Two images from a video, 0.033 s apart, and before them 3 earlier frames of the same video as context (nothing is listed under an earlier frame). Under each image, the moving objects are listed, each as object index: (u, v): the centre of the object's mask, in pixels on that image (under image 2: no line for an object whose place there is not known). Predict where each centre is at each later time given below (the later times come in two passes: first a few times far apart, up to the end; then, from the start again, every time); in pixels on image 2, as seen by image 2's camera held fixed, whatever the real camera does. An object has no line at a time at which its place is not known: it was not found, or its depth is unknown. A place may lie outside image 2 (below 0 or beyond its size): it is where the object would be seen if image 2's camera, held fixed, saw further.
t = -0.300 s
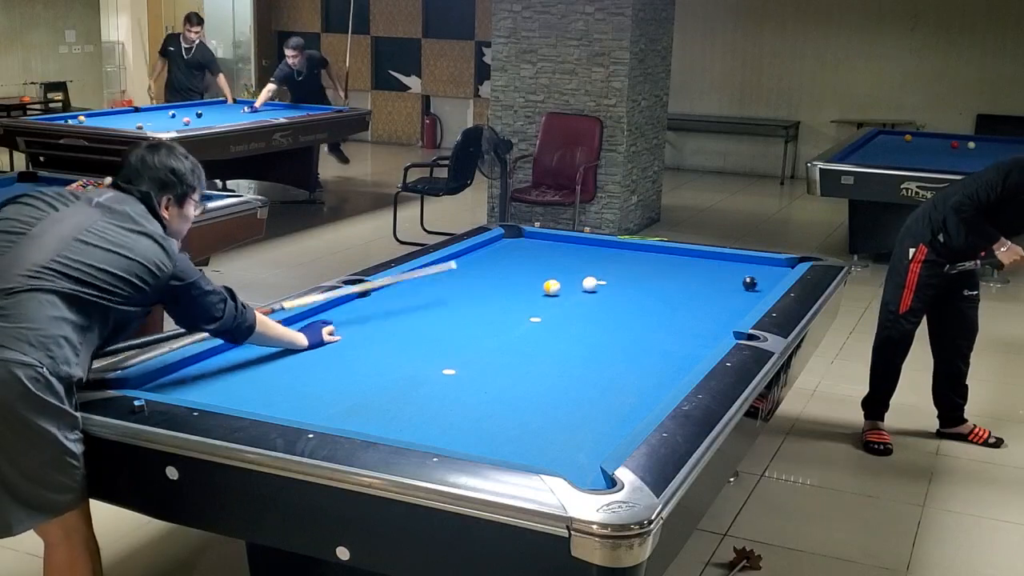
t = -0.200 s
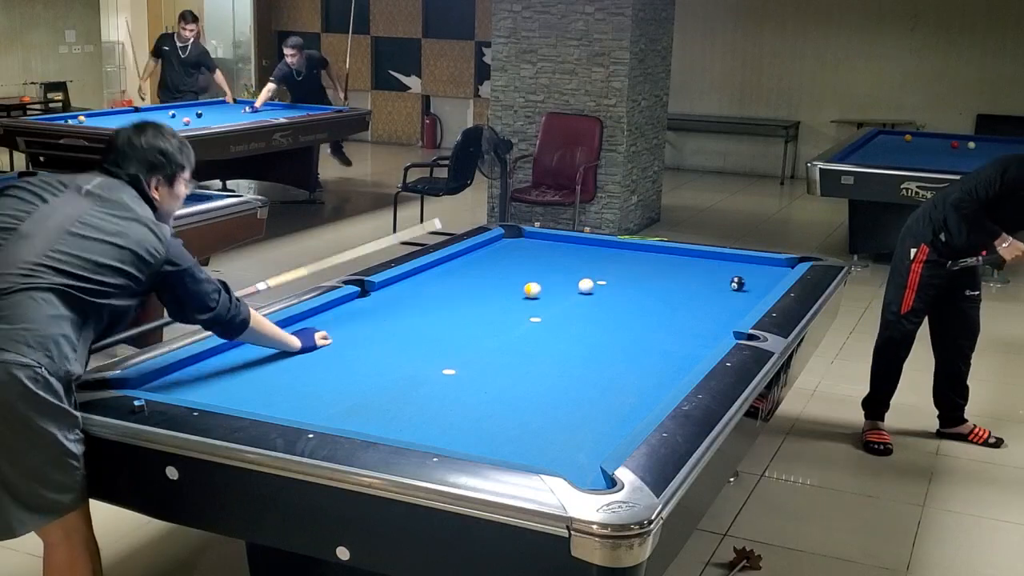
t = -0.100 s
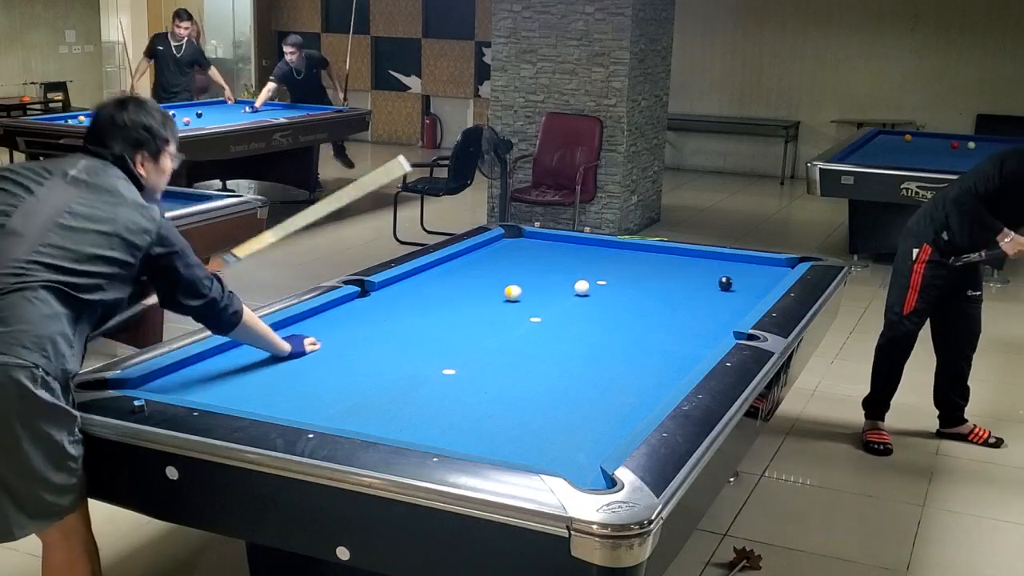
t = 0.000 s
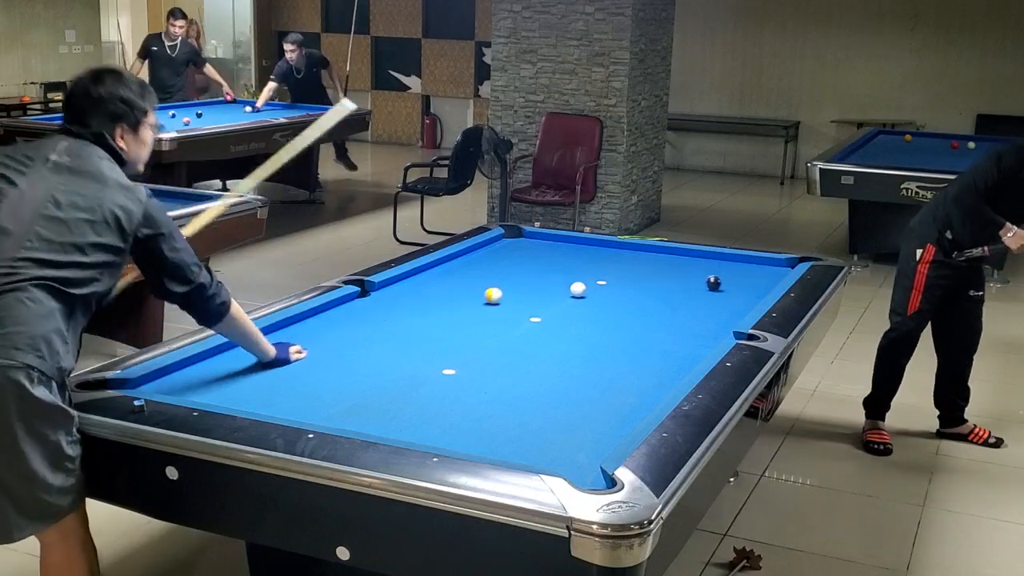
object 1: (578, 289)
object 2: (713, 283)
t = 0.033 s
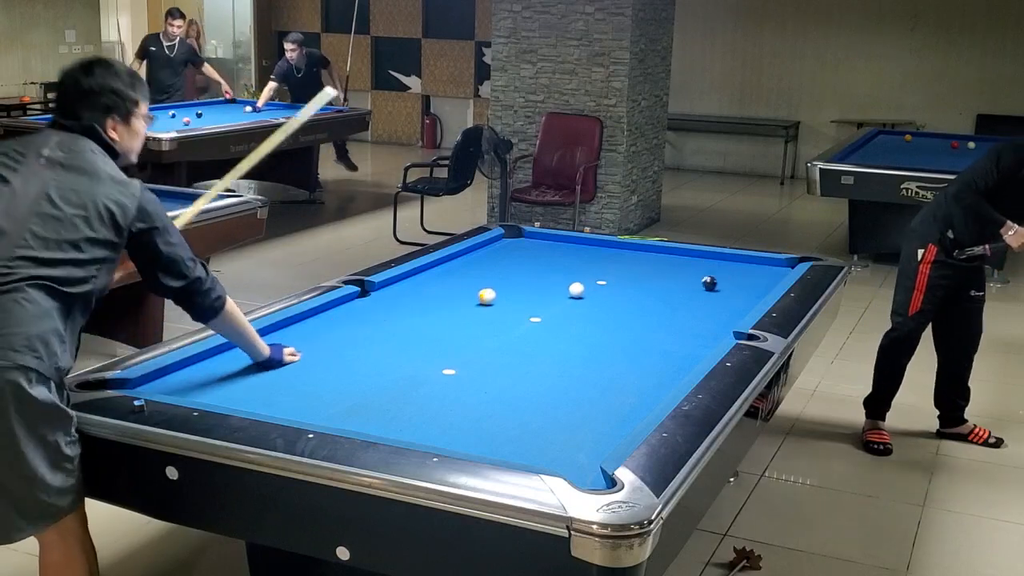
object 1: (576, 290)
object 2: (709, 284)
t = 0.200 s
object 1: (569, 292)
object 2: (690, 284)
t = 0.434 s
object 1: (560, 296)
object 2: (664, 284)
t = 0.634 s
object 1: (552, 300)
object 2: (644, 284)
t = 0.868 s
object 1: (544, 303)
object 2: (620, 284)
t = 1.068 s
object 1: (536, 306)
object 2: (601, 283)
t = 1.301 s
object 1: (528, 310)
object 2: (580, 283)
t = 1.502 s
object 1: (522, 312)
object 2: (562, 283)
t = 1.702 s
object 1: (515, 315)
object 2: (545, 283)
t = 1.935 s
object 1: (508, 317)
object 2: (527, 283)
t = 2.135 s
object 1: (503, 320)
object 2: (512, 283)
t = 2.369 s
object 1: (499, 322)
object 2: (496, 283)
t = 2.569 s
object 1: (496, 324)
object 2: (483, 283)
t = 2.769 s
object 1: (493, 326)
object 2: (470, 283)
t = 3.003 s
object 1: (490, 327)
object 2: (456, 282)
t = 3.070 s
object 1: (489, 328)
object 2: (453, 282)
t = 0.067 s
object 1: (575, 290)
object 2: (705, 284)
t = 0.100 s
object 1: (573, 291)
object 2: (702, 284)
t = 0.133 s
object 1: (572, 291)
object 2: (698, 284)
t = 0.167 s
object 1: (571, 292)
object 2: (694, 284)
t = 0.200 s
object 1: (569, 292)
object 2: (690, 284)
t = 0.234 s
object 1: (568, 293)
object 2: (687, 284)
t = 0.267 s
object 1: (567, 293)
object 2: (683, 283)
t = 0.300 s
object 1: (565, 294)
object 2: (679, 284)
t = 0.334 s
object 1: (564, 295)
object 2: (676, 284)
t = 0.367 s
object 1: (563, 295)
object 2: (672, 283)
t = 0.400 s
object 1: (561, 296)
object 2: (668, 283)
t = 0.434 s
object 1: (560, 296)
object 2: (664, 284)
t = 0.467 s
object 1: (559, 297)
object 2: (661, 284)
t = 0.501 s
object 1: (557, 298)
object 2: (658, 283)
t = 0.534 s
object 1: (556, 298)
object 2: (654, 284)
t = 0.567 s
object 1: (555, 299)
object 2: (650, 284)
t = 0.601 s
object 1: (554, 299)
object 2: (647, 283)
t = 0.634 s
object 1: (552, 300)
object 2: (644, 284)
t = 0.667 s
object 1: (551, 300)
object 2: (640, 283)
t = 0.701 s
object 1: (550, 301)
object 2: (637, 283)
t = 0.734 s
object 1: (548, 301)
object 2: (633, 283)
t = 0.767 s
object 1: (547, 302)
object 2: (630, 283)
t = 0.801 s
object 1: (546, 302)
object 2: (627, 284)
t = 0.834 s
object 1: (545, 303)
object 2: (623, 284)
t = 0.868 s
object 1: (544, 303)
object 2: (620, 284)
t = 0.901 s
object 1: (542, 304)
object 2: (617, 283)
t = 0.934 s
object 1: (541, 304)
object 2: (614, 283)
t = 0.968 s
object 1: (540, 305)
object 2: (610, 283)
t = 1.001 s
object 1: (539, 305)
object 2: (607, 283)
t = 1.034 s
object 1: (537, 306)
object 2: (604, 283)
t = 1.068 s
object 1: (536, 306)
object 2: (601, 283)
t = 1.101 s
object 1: (535, 306)
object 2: (598, 283)
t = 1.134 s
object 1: (534, 307)
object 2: (595, 283)
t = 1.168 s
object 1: (533, 308)
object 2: (592, 283)
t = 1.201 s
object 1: (531, 308)
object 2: (589, 283)
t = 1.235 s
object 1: (530, 309)
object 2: (585, 283)
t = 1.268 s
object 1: (529, 309)
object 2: (583, 283)
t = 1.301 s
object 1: (528, 310)
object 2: (580, 283)
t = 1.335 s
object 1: (527, 310)
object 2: (577, 283)
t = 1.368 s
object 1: (526, 310)
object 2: (574, 283)
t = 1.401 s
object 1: (524, 311)
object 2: (571, 283)
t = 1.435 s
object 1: (523, 311)
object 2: (568, 283)
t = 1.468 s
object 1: (522, 312)
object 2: (565, 283)
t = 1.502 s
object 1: (522, 312)
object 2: (562, 283)
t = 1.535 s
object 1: (520, 313)
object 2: (559, 283)
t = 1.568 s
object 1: (519, 313)
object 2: (556, 283)
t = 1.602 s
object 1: (518, 313)
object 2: (553, 283)
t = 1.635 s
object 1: (517, 314)
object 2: (551, 283)
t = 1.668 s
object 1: (516, 314)
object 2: (548, 283)
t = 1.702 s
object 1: (515, 315)
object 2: (545, 283)
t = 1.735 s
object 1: (514, 315)
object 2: (543, 283)
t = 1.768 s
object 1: (513, 316)
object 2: (540, 283)
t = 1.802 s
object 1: (512, 316)
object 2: (537, 283)
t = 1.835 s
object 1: (511, 316)
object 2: (535, 283)
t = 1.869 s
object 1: (510, 317)
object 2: (532, 283)
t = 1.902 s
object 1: (509, 317)
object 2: (529, 283)
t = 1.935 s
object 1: (508, 317)
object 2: (527, 283)
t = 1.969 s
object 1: (507, 318)
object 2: (525, 283)
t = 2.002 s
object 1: (506, 318)
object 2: (522, 283)
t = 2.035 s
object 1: (506, 318)
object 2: (520, 283)
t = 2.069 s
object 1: (505, 319)
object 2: (517, 283)
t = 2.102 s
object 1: (504, 319)
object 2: (514, 283)
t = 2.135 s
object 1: (503, 320)
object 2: (512, 283)
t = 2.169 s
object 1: (503, 320)
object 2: (510, 283)
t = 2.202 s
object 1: (502, 320)
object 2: (507, 283)
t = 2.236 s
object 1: (501, 321)
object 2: (505, 283)
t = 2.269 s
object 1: (501, 321)
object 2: (502, 283)
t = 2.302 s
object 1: (500, 321)
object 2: (501, 283)
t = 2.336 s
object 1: (500, 322)
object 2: (498, 283)
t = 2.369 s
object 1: (499, 322)
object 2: (496, 283)
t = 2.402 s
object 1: (498, 322)
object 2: (493, 283)
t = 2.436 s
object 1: (498, 323)
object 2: (491, 283)
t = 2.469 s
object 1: (497, 323)
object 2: (489, 283)
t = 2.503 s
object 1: (497, 323)
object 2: (487, 283)
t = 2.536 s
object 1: (496, 324)
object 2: (485, 283)
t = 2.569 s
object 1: (496, 324)
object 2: (483, 283)
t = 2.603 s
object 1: (495, 324)
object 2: (480, 283)
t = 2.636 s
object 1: (495, 324)
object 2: (478, 283)
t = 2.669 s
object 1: (494, 325)
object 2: (476, 283)
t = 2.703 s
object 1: (494, 325)
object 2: (474, 283)
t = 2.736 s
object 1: (494, 325)
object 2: (472, 283)
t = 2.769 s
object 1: (493, 326)
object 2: (470, 283)
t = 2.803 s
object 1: (493, 326)
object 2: (468, 283)
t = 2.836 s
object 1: (492, 326)
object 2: (466, 282)
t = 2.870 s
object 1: (492, 326)
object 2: (464, 282)
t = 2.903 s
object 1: (491, 327)
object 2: (462, 283)
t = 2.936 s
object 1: (491, 327)
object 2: (460, 283)
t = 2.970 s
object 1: (490, 327)
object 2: (458, 282)
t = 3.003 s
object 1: (490, 327)
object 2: (456, 282)
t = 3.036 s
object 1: (490, 327)
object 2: (455, 283)
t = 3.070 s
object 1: (489, 328)
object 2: (453, 282)
